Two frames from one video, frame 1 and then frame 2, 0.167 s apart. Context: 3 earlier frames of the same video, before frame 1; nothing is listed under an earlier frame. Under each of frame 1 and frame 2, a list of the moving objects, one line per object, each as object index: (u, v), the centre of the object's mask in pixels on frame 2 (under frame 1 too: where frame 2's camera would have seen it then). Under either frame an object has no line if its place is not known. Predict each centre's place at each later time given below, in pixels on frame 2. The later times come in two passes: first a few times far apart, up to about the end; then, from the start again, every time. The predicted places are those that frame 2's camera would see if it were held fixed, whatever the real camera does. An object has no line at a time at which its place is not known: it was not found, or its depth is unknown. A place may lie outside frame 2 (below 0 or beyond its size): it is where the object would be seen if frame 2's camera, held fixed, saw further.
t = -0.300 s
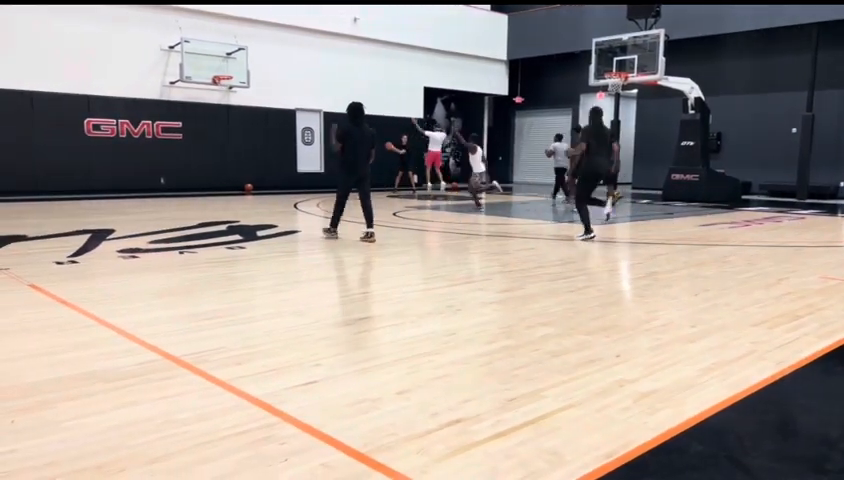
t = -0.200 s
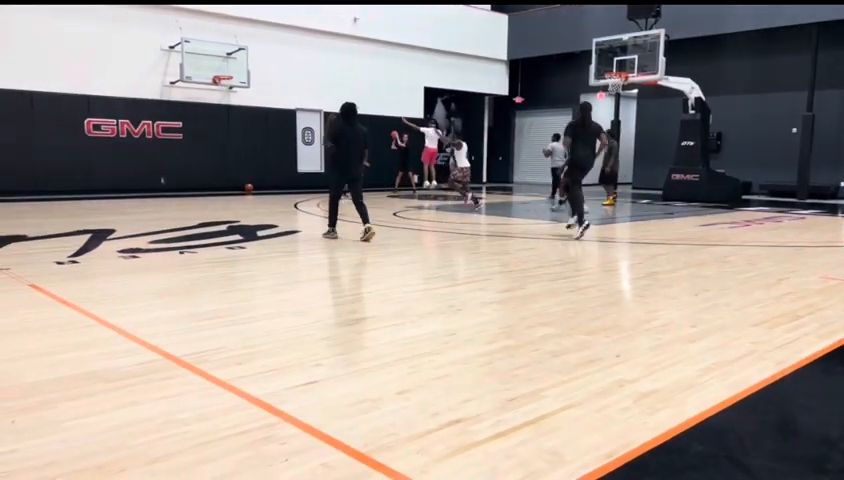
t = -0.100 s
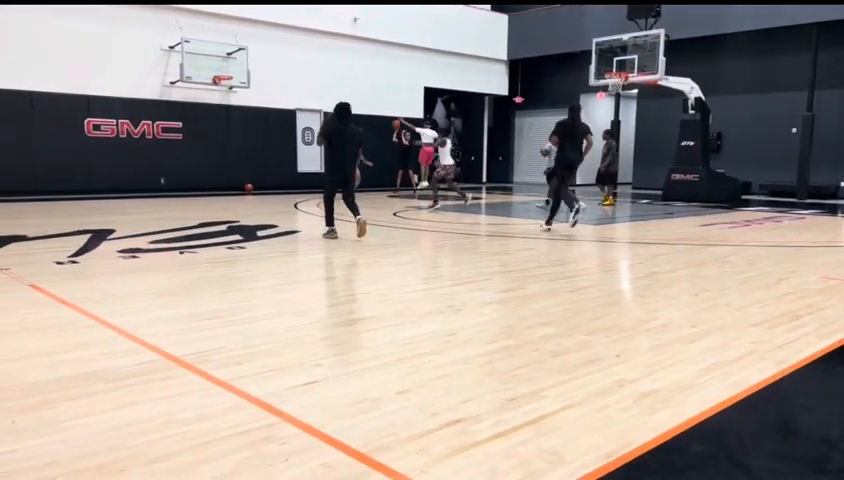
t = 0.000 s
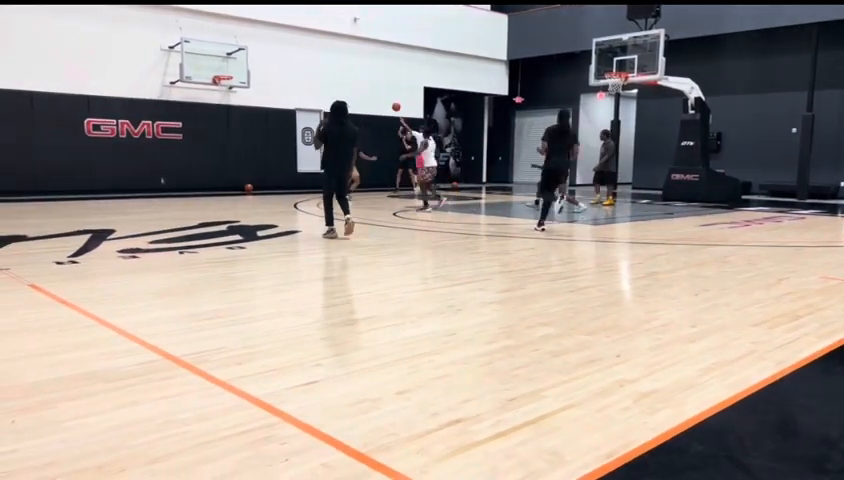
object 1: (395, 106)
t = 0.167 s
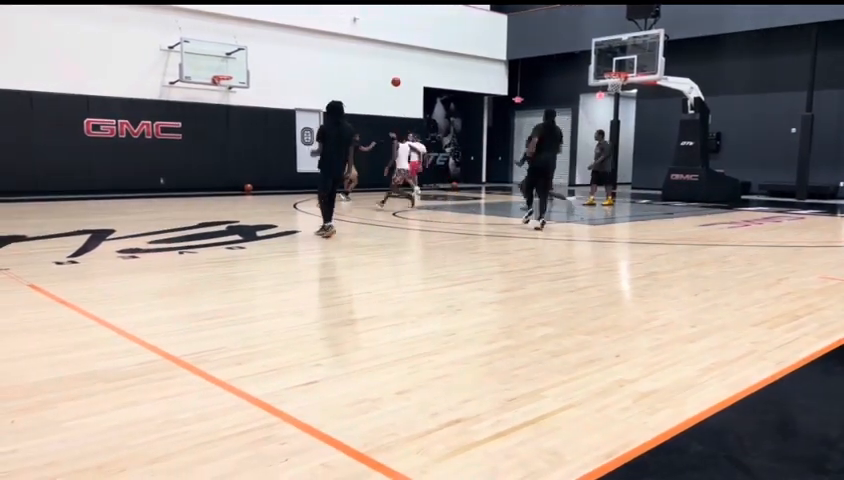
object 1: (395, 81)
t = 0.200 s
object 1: (395, 77)
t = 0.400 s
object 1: (395, 58)
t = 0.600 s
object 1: (394, 54)
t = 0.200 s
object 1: (395, 77)
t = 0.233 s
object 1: (395, 73)
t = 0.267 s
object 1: (395, 69)
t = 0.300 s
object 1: (395, 66)
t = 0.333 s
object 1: (395, 63)
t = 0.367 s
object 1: (395, 59)
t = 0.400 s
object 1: (395, 58)
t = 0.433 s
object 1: (395, 56)
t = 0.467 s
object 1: (395, 55)
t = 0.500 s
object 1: (395, 54)
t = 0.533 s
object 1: (394, 54)
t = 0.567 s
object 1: (394, 54)
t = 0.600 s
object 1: (394, 54)
